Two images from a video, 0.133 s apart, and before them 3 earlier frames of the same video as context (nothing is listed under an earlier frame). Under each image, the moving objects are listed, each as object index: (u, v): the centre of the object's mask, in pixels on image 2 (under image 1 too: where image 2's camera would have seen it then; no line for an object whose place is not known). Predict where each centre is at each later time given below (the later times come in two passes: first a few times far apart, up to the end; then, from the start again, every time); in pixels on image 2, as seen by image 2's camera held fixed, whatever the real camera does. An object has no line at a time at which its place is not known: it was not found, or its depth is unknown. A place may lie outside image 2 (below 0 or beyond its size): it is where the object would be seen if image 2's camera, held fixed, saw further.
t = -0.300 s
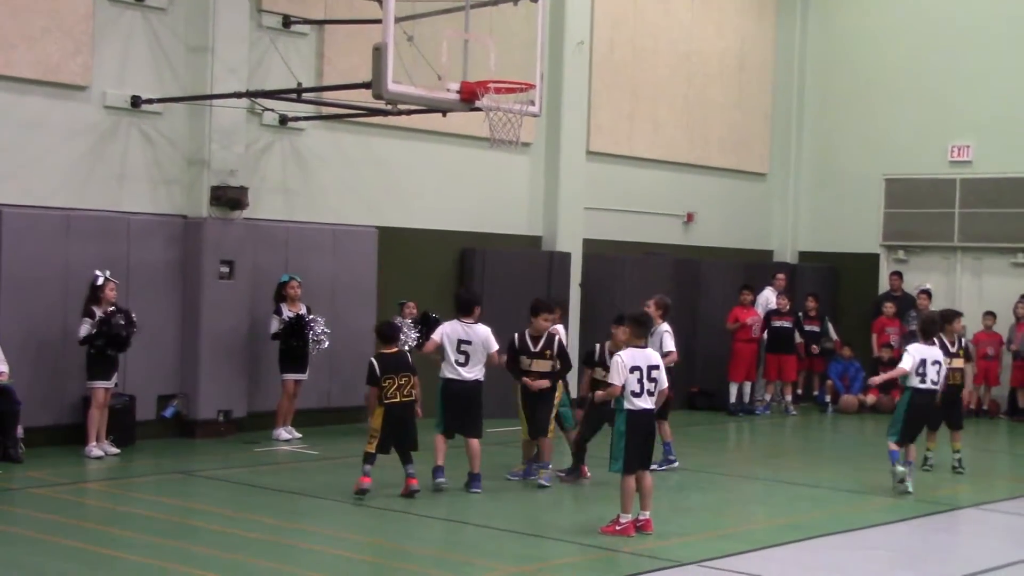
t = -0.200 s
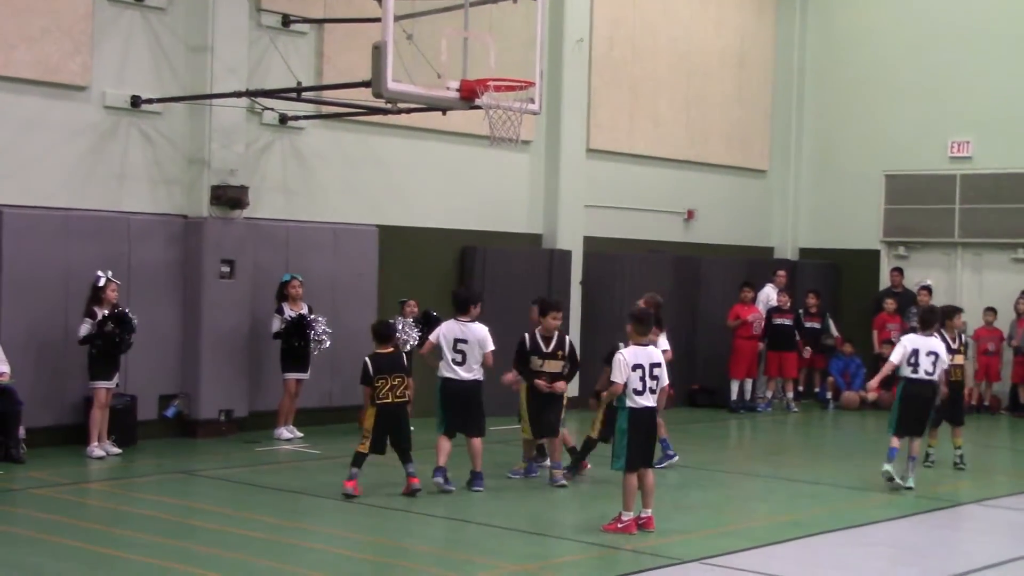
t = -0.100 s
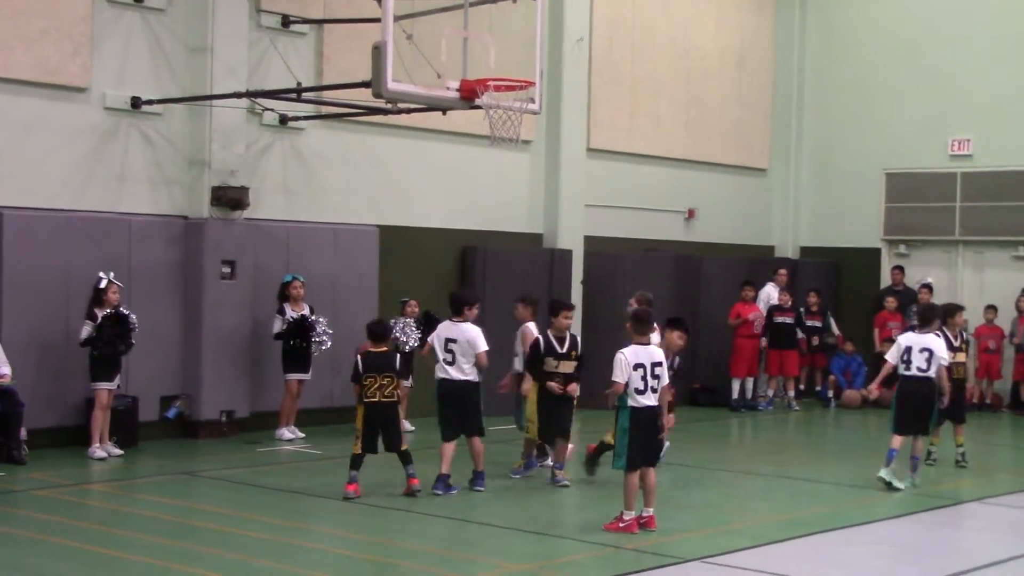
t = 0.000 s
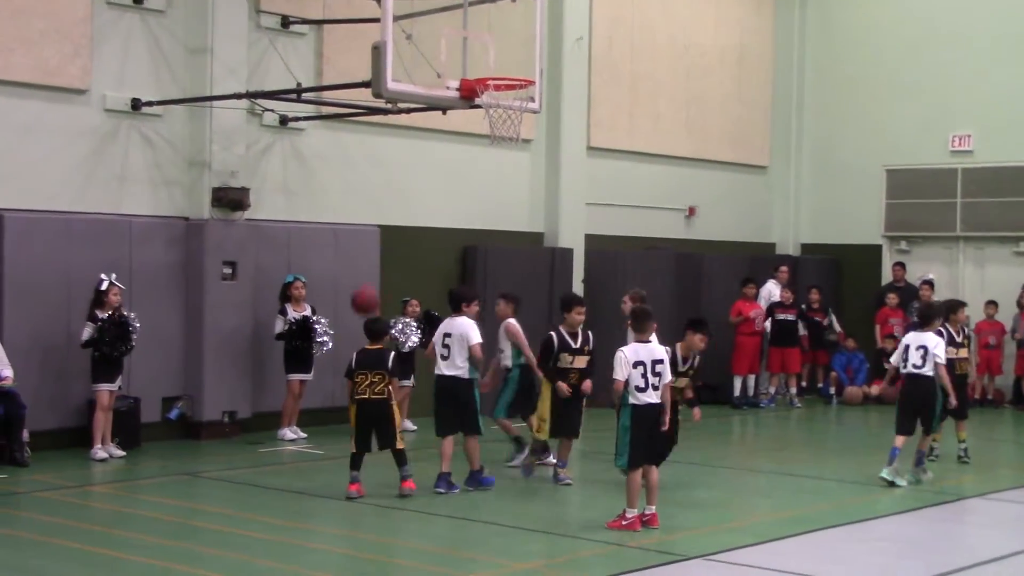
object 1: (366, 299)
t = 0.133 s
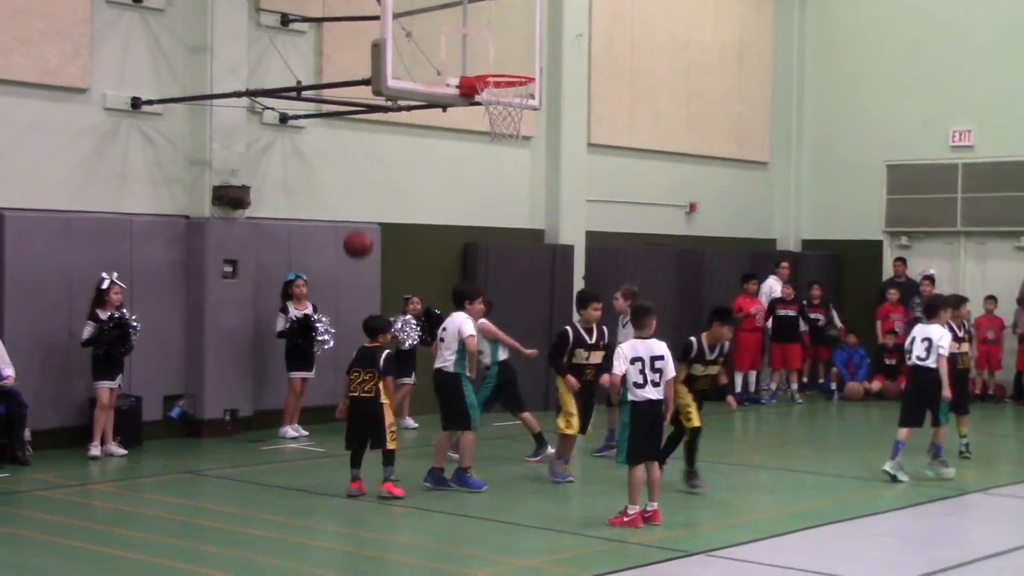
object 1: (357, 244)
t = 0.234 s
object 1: (351, 217)
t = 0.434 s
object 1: (338, 201)
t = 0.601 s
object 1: (327, 223)
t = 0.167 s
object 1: (356, 234)
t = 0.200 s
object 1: (353, 225)
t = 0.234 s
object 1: (351, 217)
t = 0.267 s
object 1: (349, 211)
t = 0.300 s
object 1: (347, 207)
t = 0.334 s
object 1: (345, 203)
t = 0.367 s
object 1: (343, 201)
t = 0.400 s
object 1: (340, 200)
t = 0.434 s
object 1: (338, 201)
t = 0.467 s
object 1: (336, 202)
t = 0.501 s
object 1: (334, 205)
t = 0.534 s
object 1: (331, 210)
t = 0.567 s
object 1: (329, 216)
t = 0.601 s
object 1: (327, 223)
